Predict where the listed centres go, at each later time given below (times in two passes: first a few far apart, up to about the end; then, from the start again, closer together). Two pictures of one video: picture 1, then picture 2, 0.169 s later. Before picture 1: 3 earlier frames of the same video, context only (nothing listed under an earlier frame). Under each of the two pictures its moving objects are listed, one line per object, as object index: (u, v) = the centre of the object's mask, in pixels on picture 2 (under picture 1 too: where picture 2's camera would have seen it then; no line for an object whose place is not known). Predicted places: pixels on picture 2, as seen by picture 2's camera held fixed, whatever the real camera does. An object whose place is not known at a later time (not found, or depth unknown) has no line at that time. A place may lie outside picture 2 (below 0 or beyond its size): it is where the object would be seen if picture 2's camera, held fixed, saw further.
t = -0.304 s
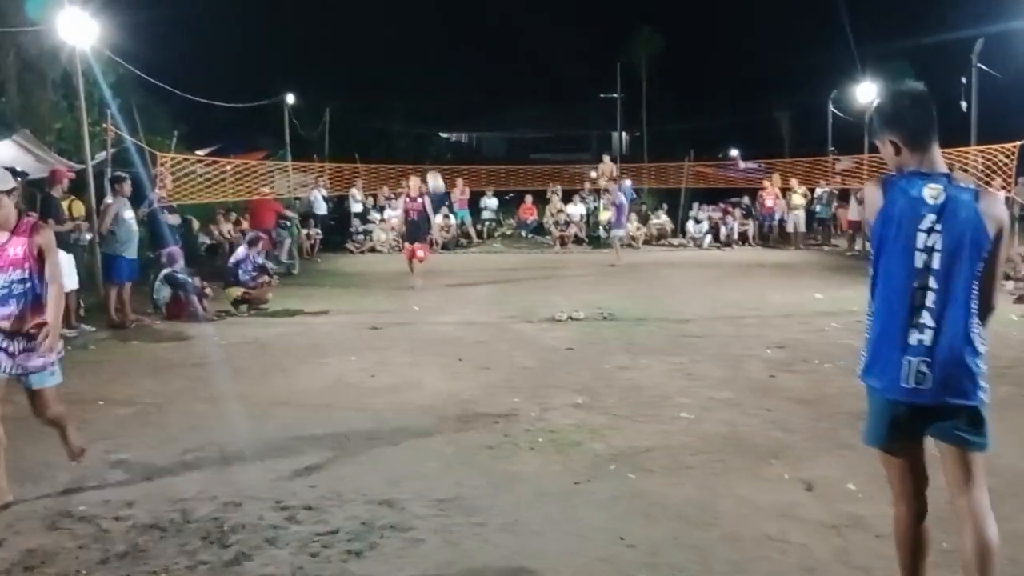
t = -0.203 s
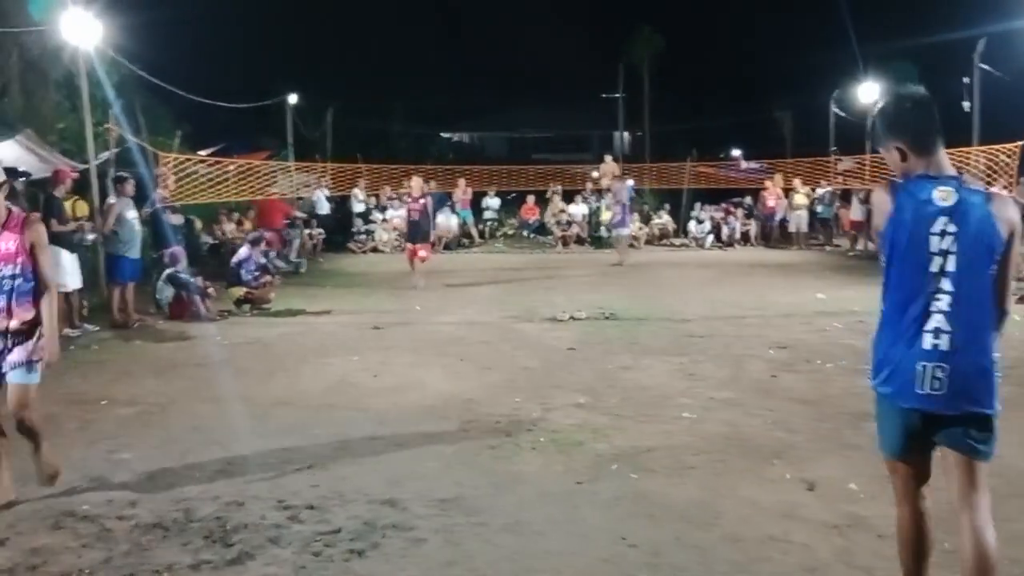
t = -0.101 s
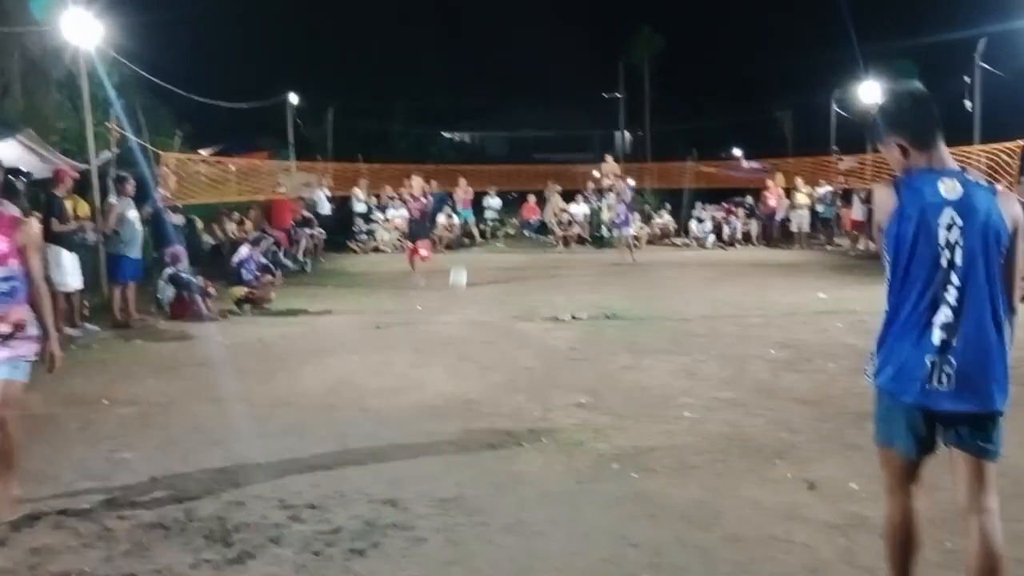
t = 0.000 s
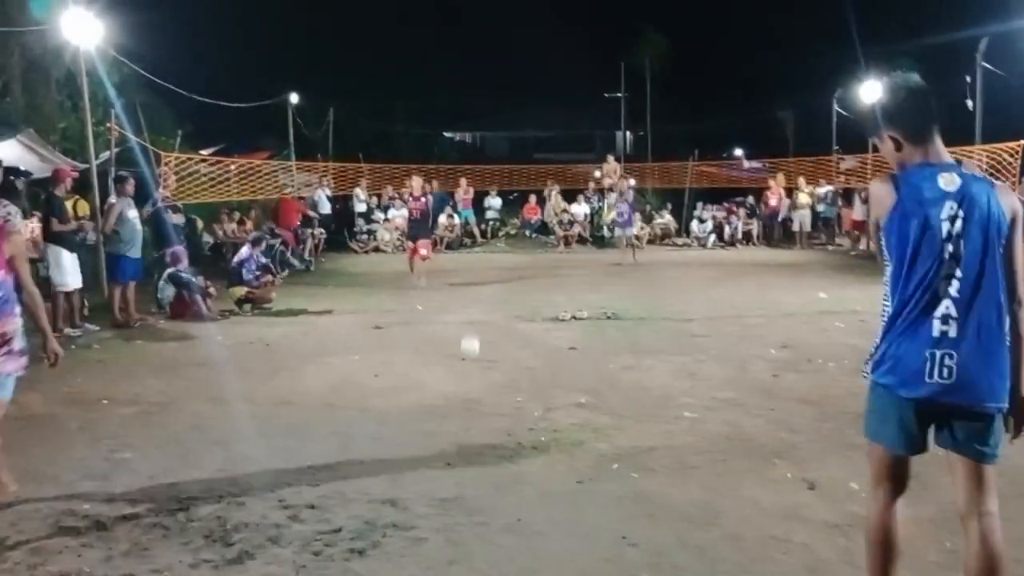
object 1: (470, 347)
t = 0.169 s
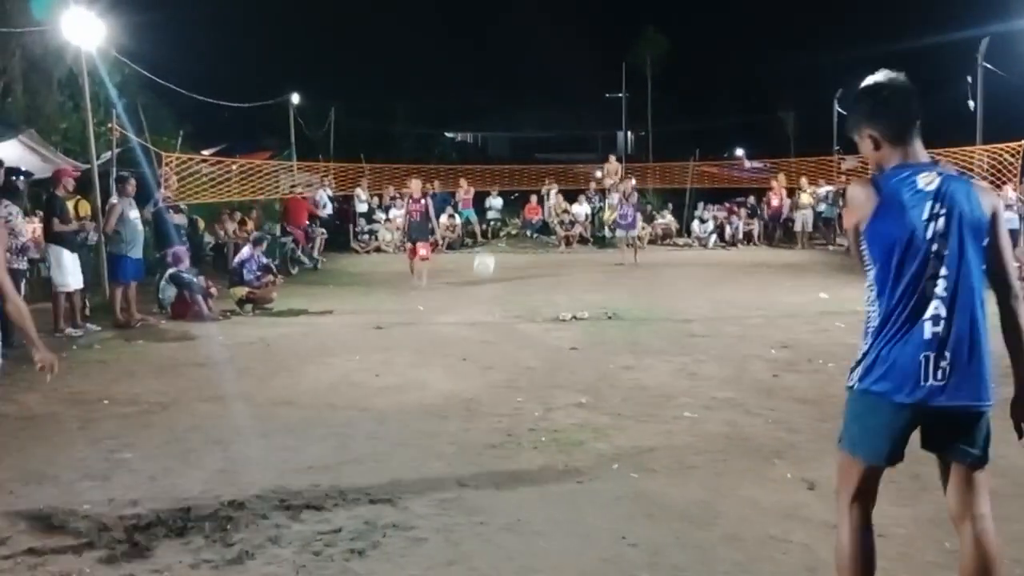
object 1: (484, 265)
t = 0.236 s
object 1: (490, 237)
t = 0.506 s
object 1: (518, 178)
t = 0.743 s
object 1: (552, 214)
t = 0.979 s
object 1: (599, 379)
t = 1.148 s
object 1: (640, 432)
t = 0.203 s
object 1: (487, 249)
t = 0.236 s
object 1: (490, 237)
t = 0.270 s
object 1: (493, 225)
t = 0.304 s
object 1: (496, 215)
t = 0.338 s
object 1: (498, 206)
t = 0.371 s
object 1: (502, 197)
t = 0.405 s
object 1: (507, 189)
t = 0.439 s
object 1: (510, 184)
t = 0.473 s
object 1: (514, 180)
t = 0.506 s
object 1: (518, 178)
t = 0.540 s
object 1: (522, 177)
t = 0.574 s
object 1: (527, 178)
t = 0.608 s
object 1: (532, 181)
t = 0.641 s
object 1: (536, 185)
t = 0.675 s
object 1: (542, 196)
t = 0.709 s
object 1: (547, 202)
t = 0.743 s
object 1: (552, 214)
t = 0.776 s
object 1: (558, 228)
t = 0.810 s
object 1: (564, 244)
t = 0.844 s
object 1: (570, 264)
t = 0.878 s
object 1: (577, 289)
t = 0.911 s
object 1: (584, 314)
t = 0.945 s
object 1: (591, 344)
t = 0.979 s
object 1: (599, 379)
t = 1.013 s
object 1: (607, 416)
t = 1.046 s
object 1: (615, 460)
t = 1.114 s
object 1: (632, 454)
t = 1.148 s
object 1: (640, 432)
